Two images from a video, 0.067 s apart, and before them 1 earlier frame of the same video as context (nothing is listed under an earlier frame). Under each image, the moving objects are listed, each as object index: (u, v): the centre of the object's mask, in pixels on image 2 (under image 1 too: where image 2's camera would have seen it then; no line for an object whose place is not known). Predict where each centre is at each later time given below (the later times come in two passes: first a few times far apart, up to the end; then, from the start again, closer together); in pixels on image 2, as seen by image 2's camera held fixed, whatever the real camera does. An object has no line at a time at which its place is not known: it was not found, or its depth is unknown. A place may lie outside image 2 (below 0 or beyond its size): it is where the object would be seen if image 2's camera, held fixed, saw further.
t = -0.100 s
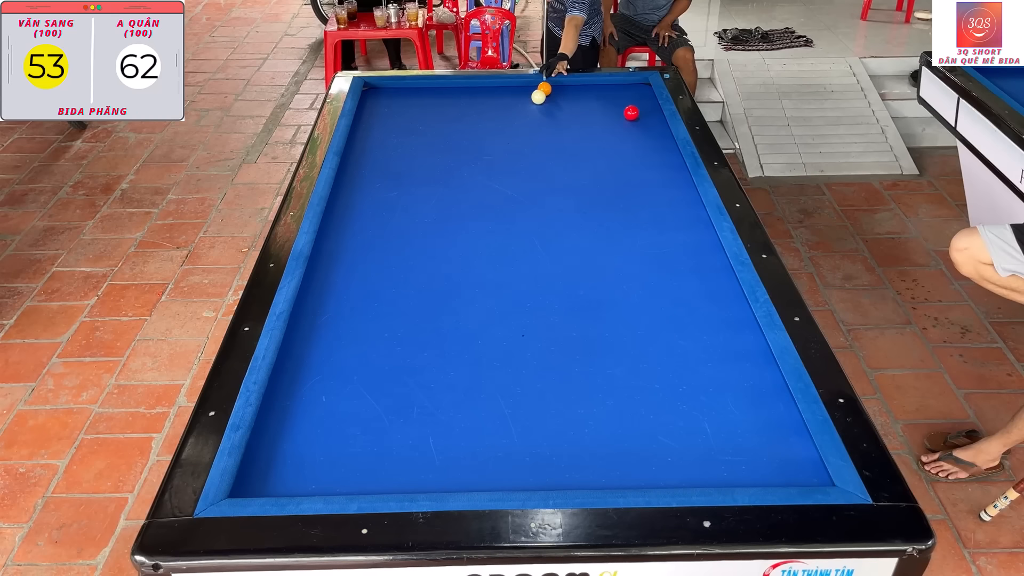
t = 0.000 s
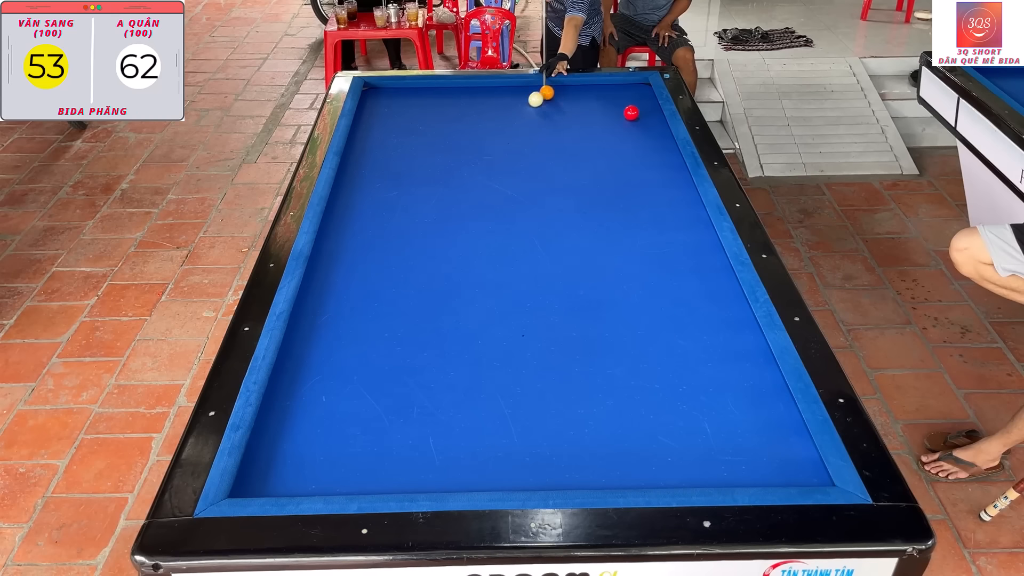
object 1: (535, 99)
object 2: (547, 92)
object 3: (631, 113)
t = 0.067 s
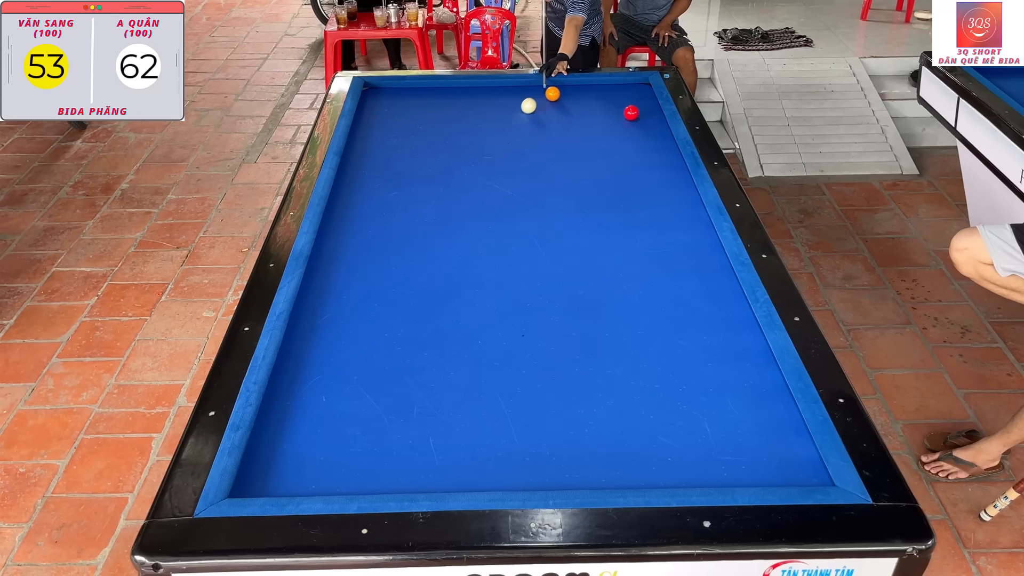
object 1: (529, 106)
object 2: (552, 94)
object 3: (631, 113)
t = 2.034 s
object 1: (305, 319)
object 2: (647, 105)
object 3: (657, 128)
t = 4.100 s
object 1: (427, 390)
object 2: (625, 103)
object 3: (659, 146)
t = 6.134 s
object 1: (535, 274)
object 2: (625, 103)
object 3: (658, 149)
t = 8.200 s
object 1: (595, 214)
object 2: (625, 103)
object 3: (658, 149)
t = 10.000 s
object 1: (624, 186)
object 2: (625, 103)
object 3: (658, 149)
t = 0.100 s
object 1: (525, 109)
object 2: (555, 94)
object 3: (631, 113)
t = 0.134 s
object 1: (522, 112)
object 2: (558, 95)
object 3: (631, 113)
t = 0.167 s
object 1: (519, 115)
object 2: (560, 95)
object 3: (631, 113)
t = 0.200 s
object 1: (516, 117)
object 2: (563, 96)
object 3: (631, 113)
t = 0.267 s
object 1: (510, 123)
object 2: (568, 97)
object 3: (631, 113)
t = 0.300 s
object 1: (507, 125)
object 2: (570, 97)
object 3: (631, 113)
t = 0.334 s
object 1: (504, 128)
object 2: (573, 98)
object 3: (631, 113)
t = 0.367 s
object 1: (501, 131)
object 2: (576, 98)
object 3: (631, 113)
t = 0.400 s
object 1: (498, 134)
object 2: (578, 99)
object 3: (631, 113)
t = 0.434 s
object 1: (495, 137)
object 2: (581, 99)
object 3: (631, 113)
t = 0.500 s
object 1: (489, 142)
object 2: (586, 100)
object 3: (631, 113)
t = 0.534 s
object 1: (485, 145)
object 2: (588, 101)
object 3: (631, 113)
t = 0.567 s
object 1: (482, 148)
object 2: (591, 102)
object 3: (631, 113)
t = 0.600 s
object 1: (479, 151)
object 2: (593, 102)
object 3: (631, 112)
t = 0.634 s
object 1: (476, 154)
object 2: (596, 102)
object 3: (631, 112)
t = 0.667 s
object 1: (472, 157)
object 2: (598, 103)
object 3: (631, 112)
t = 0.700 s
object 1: (469, 160)
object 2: (601, 104)
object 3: (631, 112)
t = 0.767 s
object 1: (462, 167)
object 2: (606, 105)
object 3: (631, 112)
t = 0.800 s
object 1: (459, 170)
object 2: (608, 105)
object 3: (631, 113)
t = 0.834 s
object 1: (455, 173)
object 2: (611, 105)
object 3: (631, 113)
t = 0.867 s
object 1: (452, 176)
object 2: (613, 106)
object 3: (631, 113)
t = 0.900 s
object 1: (448, 179)
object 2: (616, 106)
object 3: (631, 112)
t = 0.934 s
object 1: (445, 183)
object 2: (618, 107)
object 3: (631, 113)
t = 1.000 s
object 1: (437, 190)
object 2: (622, 107)
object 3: (632, 113)
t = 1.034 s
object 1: (433, 193)
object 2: (623, 107)
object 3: (633, 114)
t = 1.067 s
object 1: (429, 197)
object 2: (625, 107)
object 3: (634, 114)
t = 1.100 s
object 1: (425, 200)
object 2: (626, 107)
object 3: (635, 115)
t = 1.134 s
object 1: (422, 204)
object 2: (628, 107)
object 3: (636, 115)
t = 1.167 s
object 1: (418, 207)
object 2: (629, 107)
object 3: (637, 116)
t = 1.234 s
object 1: (409, 215)
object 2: (632, 106)
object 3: (638, 117)
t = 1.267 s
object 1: (405, 219)
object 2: (634, 106)
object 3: (639, 117)
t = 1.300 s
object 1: (401, 222)
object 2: (635, 106)
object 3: (640, 118)
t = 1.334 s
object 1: (397, 226)
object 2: (636, 106)
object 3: (641, 118)
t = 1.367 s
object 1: (392, 230)
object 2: (638, 106)
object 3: (642, 119)
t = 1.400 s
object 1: (388, 234)
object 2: (639, 106)
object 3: (643, 119)
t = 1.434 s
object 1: (383, 238)
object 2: (641, 106)
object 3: (643, 120)
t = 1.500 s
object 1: (374, 246)
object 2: (643, 106)
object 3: (645, 120)
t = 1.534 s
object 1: (369, 250)
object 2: (644, 106)
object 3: (646, 121)
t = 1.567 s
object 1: (365, 255)
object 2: (646, 106)
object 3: (647, 121)
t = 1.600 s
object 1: (360, 259)
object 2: (647, 106)
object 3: (648, 122)
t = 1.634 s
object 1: (355, 263)
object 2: (648, 106)
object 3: (648, 122)
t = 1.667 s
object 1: (350, 268)
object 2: (649, 106)
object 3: (649, 123)
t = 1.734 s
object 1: (340, 277)
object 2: (652, 106)
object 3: (651, 124)
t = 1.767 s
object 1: (335, 282)
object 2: (653, 106)
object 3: (651, 124)
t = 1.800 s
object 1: (329, 286)
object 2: (652, 106)
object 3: (652, 124)
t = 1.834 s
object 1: (324, 291)
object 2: (652, 106)
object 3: (653, 125)
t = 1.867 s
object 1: (319, 296)
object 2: (651, 106)
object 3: (654, 125)
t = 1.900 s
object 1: (313, 301)
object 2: (650, 106)
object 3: (654, 126)
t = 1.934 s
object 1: (307, 306)
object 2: (649, 106)
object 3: (655, 126)
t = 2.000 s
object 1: (304, 315)
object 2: (648, 105)
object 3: (656, 127)
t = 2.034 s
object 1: (305, 319)
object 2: (647, 105)
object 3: (657, 128)
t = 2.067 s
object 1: (306, 324)
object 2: (647, 105)
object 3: (658, 128)
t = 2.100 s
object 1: (307, 328)
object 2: (646, 105)
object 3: (658, 128)
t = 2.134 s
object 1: (308, 332)
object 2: (645, 105)
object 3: (659, 129)
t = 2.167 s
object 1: (308, 337)
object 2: (645, 105)
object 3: (660, 129)
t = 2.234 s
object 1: (310, 346)
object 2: (643, 105)
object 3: (661, 130)
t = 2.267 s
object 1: (311, 351)
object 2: (643, 105)
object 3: (662, 131)
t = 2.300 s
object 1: (312, 355)
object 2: (642, 105)
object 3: (662, 131)
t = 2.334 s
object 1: (313, 360)
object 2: (641, 105)
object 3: (663, 131)
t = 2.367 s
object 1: (314, 365)
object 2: (641, 105)
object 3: (664, 132)
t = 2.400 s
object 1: (315, 370)
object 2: (640, 105)
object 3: (664, 132)
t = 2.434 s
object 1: (315, 375)
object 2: (640, 105)
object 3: (663, 132)
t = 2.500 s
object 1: (317, 385)
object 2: (639, 105)
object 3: (663, 133)
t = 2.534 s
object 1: (318, 390)
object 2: (638, 105)
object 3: (663, 133)
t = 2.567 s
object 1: (319, 395)
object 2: (638, 105)
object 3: (663, 134)
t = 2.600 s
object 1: (320, 401)
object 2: (637, 104)
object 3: (663, 134)
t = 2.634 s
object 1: (321, 406)
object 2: (637, 104)
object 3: (663, 135)
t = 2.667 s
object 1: (322, 411)
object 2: (636, 104)
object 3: (663, 135)
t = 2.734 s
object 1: (324, 423)
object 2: (635, 104)
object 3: (662, 135)
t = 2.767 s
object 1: (325, 428)
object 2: (635, 104)
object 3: (662, 136)
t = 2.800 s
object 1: (326, 434)
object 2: (634, 104)
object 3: (662, 136)
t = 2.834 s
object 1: (327, 440)
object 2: (634, 104)
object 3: (662, 137)
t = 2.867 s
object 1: (329, 445)
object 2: (633, 104)
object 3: (662, 137)
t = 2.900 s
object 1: (330, 451)
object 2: (633, 104)
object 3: (662, 137)
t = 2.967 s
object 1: (332, 464)
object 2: (632, 104)
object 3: (661, 138)
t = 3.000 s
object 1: (333, 470)
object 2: (632, 104)
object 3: (661, 138)
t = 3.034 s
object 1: (334, 476)
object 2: (631, 104)
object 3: (661, 138)
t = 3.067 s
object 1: (335, 482)
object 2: (631, 104)
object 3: (661, 139)
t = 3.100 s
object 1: (337, 486)
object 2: (631, 104)
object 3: (661, 139)
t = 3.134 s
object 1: (340, 484)
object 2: (630, 104)
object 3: (661, 139)
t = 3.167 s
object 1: (344, 481)
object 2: (630, 104)
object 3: (661, 140)
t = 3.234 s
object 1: (351, 473)
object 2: (629, 104)
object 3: (661, 140)
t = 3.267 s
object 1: (355, 469)
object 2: (629, 104)
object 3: (661, 140)
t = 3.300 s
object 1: (358, 465)
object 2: (629, 104)
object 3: (661, 141)
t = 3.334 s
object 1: (361, 462)
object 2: (628, 104)
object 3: (661, 141)
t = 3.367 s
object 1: (365, 458)
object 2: (628, 104)
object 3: (661, 141)
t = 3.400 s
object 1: (368, 455)
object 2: (628, 103)
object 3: (660, 142)
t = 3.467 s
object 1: (374, 448)
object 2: (627, 103)
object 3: (660, 142)
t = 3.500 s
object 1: (377, 444)
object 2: (627, 103)
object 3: (660, 142)
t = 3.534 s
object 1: (380, 441)
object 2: (627, 103)
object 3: (660, 142)
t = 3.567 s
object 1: (383, 438)
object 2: (627, 103)
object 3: (660, 143)
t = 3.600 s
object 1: (386, 435)
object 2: (626, 103)
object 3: (660, 143)
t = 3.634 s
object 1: (389, 432)
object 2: (626, 103)
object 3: (660, 143)
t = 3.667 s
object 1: (392, 428)
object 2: (626, 103)
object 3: (660, 143)
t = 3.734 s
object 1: (398, 422)
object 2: (626, 103)
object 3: (660, 144)
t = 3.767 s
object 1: (401, 419)
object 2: (626, 103)
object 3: (659, 144)
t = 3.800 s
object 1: (403, 416)
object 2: (625, 103)
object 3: (659, 144)
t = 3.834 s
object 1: (406, 413)
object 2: (625, 103)
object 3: (659, 144)
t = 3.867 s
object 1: (409, 410)
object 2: (625, 103)
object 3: (659, 144)
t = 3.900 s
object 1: (411, 407)
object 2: (625, 103)
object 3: (659, 145)
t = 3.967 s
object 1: (417, 402)
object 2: (625, 103)
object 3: (659, 145)
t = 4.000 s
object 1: (419, 399)
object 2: (625, 103)
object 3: (659, 145)
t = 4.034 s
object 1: (422, 396)
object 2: (625, 103)
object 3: (659, 145)
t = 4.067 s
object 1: (424, 393)
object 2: (625, 103)
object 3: (659, 146)
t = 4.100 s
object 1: (427, 390)
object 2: (625, 103)
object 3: (659, 146)
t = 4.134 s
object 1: (429, 388)
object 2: (625, 103)
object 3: (659, 146)
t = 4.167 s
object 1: (432, 385)
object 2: (625, 103)
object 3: (659, 146)
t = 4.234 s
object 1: (436, 380)
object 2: (625, 103)
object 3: (659, 146)
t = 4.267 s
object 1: (439, 378)
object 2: (625, 103)
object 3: (659, 146)
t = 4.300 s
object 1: (441, 375)
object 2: (625, 103)
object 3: (659, 147)
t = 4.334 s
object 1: (443, 373)
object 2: (625, 103)
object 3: (659, 147)
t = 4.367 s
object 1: (446, 370)
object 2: (625, 103)
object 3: (659, 147)
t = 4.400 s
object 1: (448, 368)
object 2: (625, 103)
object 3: (659, 147)
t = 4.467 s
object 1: (452, 363)
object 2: (625, 103)
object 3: (659, 147)
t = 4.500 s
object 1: (454, 361)
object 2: (625, 103)
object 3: (659, 147)
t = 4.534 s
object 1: (456, 358)
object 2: (625, 103)
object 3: (659, 147)
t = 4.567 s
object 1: (459, 356)
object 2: (625, 103)
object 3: (659, 147)
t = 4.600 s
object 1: (461, 354)
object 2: (625, 103)
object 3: (658, 148)
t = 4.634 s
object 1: (463, 352)
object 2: (625, 103)
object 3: (658, 148)
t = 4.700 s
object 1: (467, 347)
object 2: (625, 103)
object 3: (658, 148)
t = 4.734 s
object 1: (469, 345)
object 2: (625, 103)
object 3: (658, 148)
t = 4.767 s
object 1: (471, 343)
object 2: (625, 103)
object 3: (658, 148)
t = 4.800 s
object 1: (473, 341)
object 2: (625, 103)
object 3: (658, 148)
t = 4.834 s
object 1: (475, 339)
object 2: (625, 103)
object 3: (658, 148)
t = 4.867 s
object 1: (476, 337)
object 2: (625, 103)
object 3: (658, 148)
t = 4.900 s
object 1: (479, 335)
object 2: (625, 103)
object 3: (658, 148)
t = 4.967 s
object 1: (482, 331)
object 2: (625, 103)
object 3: (658, 148)
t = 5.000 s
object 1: (484, 329)
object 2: (625, 103)
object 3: (658, 148)
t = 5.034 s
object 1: (486, 327)
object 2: (625, 103)
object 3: (658, 148)
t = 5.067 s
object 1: (488, 325)
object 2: (625, 103)
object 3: (658, 148)
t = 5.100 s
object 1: (489, 323)
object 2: (625, 103)
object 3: (658, 148)
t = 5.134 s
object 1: (491, 322)
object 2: (625, 103)
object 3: (658, 148)
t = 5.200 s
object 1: (494, 318)
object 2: (625, 103)
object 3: (658, 149)
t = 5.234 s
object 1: (496, 316)
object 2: (625, 103)
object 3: (658, 149)
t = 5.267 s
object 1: (498, 314)
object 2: (625, 103)
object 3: (658, 149)
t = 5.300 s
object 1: (500, 312)
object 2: (625, 103)
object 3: (658, 149)
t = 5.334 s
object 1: (501, 311)
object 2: (625, 103)
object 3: (658, 149)
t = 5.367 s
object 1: (503, 309)
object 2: (625, 103)
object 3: (658, 149)
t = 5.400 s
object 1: (504, 307)
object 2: (625, 103)
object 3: (658, 149)
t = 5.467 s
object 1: (507, 304)
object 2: (625, 103)
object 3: (658, 149)
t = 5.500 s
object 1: (509, 303)
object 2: (625, 103)
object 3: (658, 149)
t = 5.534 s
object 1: (511, 301)
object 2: (625, 103)
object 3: (658, 149)
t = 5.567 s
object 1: (512, 299)
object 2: (625, 103)
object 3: (658, 149)
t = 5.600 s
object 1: (514, 298)
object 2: (625, 103)
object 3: (658, 149)
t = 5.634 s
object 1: (515, 296)
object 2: (625, 103)
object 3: (658, 149)
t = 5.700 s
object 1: (518, 293)
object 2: (625, 103)
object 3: (658, 149)
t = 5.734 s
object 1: (519, 292)
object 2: (625, 103)
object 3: (658, 149)
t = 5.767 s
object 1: (521, 290)
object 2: (625, 103)
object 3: (658, 149)
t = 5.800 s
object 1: (522, 289)
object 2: (625, 103)
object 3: (658, 149)
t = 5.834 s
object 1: (524, 287)
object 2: (625, 103)
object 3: (658, 149)
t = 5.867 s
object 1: (525, 285)
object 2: (625, 103)
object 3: (658, 149)
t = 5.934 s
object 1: (527, 283)
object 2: (625, 103)
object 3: (658, 149)
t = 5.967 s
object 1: (529, 281)
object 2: (625, 103)
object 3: (658, 149)
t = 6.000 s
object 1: (530, 280)
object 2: (625, 103)
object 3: (658, 149)
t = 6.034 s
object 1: (531, 278)
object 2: (625, 103)
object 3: (658, 149)
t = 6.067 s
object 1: (533, 277)
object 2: (625, 103)
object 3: (658, 149)
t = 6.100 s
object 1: (534, 276)
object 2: (625, 103)
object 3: (658, 149)
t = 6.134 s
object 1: (535, 274)
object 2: (625, 103)
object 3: (658, 149)
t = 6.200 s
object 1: (538, 272)
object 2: (625, 103)
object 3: (658, 149)
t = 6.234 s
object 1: (539, 270)
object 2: (625, 103)
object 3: (658, 149)
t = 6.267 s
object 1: (540, 269)
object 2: (625, 103)
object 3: (658, 149)
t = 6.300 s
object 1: (541, 268)
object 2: (625, 103)
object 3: (658, 149)
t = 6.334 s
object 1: (543, 267)
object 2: (625, 103)
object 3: (658, 149)
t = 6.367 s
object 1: (544, 265)
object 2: (625, 103)
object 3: (658, 149)
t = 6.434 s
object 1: (546, 263)
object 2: (625, 103)
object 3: (658, 149)
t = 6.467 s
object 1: (547, 262)
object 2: (625, 103)
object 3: (658, 149)
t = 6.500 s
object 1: (549, 260)
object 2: (625, 103)
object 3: (658, 149)
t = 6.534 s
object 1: (550, 259)
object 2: (625, 103)
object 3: (658, 149)
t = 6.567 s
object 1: (551, 258)
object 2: (625, 103)
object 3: (658, 149)
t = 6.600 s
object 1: (552, 257)
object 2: (625, 103)
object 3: (658, 149)
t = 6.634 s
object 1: (553, 256)
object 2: (625, 103)
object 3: (658, 149)
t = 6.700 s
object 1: (555, 254)
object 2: (625, 103)
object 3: (658, 149)
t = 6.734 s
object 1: (556, 252)
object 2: (625, 103)
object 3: (658, 149)
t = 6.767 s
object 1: (557, 251)
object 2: (625, 103)
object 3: (658, 149)
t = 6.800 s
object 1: (558, 250)
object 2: (625, 103)
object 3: (658, 149)
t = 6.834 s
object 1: (559, 249)
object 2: (625, 103)
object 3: (658, 149)
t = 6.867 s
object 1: (560, 248)
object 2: (625, 103)
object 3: (658, 149)
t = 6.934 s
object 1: (562, 246)
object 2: (625, 103)
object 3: (658, 149)
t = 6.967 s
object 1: (563, 245)
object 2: (625, 103)
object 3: (658, 149)
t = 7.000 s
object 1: (564, 244)
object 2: (625, 103)
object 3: (658, 149)
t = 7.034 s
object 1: (565, 243)
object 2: (625, 103)
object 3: (658, 149)
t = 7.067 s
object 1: (566, 242)
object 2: (625, 103)
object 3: (658, 149)
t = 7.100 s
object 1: (567, 241)
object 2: (625, 103)
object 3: (658, 149)
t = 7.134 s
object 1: (568, 240)
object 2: (625, 103)
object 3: (658, 149)
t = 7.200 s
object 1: (570, 238)
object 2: (625, 103)
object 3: (658, 149)
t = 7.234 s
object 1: (571, 237)
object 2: (625, 103)
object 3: (658, 149)
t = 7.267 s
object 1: (572, 236)
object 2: (625, 103)
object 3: (658, 149)
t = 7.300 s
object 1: (573, 235)
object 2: (625, 103)
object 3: (658, 149)
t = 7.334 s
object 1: (574, 234)
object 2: (625, 103)
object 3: (658, 149)
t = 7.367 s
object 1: (575, 233)
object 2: (625, 103)
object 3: (658, 149)
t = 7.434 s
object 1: (576, 232)
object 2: (625, 103)
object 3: (658, 149)
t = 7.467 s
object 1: (577, 231)
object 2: (625, 103)
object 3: (658, 149)
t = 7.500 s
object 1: (578, 230)
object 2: (625, 103)
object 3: (658, 149)
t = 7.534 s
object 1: (579, 229)
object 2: (625, 103)
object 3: (658, 149)
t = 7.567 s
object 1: (580, 228)
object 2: (625, 103)
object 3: (658, 149)
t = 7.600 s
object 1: (581, 227)
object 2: (625, 103)
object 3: (658, 149)
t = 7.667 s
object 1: (582, 225)
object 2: (625, 103)
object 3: (658, 148)
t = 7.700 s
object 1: (583, 225)
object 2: (625, 103)
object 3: (658, 149)
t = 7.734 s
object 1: (584, 224)
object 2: (625, 103)
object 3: (658, 149)
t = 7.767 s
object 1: (585, 223)
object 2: (625, 103)
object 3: (658, 149)
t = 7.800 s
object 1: (586, 222)
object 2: (625, 103)
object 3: (658, 149)
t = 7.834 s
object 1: (587, 222)
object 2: (625, 103)
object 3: (658, 149)
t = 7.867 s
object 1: (587, 221)
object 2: (625, 103)
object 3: (658, 149)
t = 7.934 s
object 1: (589, 219)
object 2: (625, 103)
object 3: (658, 149)
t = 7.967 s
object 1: (590, 218)
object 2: (625, 103)
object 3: (658, 149)
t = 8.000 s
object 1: (591, 218)
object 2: (625, 103)
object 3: (658, 149)
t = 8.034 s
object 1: (591, 217)
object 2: (625, 103)
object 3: (658, 149)
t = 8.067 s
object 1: (592, 216)
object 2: (625, 103)
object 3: (658, 149)
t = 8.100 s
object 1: (593, 216)
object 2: (625, 103)
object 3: (658, 149)
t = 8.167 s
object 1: (594, 214)
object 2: (625, 103)
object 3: (658, 149)
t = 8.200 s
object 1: (595, 214)
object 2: (625, 103)
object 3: (658, 149)
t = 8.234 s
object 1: (596, 213)
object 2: (625, 103)
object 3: (658, 149)
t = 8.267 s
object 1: (597, 212)
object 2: (625, 103)
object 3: (658, 149)
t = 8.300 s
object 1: (597, 212)
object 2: (625, 103)
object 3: (658, 149)
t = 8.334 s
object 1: (598, 211)
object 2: (625, 103)
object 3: (658, 149)
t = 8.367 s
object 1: (599, 210)
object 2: (625, 103)
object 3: (658, 149)
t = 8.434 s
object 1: (600, 209)
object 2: (625, 103)
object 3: (658, 149)
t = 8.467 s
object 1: (601, 208)
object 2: (625, 103)
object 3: (658, 149)
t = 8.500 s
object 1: (602, 208)
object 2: (625, 103)
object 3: (658, 149)
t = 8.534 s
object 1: (602, 207)
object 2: (625, 103)
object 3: (658, 149)
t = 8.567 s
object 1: (603, 206)
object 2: (625, 103)
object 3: (658, 149)
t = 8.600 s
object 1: (604, 206)
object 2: (625, 103)
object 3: (658, 149)
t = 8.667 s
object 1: (605, 205)
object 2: (625, 103)
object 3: (658, 149)
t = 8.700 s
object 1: (605, 204)
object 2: (625, 103)
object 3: (658, 149)
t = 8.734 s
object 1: (606, 203)
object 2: (625, 103)
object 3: (658, 149)
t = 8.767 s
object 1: (607, 203)
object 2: (625, 103)
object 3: (658, 149)
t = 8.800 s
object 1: (607, 202)
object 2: (625, 103)
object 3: (658, 149)
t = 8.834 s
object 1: (608, 202)
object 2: (625, 103)
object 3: (658, 149)
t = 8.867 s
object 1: (608, 201)
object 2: (625, 103)
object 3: (658, 149)
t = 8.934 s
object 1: (610, 200)
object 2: (625, 103)
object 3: (658, 149)
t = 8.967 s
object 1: (610, 199)
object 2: (625, 103)
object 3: (658, 149)
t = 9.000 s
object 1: (611, 199)
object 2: (625, 103)
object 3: (658, 149)
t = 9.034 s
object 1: (611, 198)
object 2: (625, 103)
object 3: (658, 149)
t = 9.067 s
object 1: (612, 198)
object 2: (625, 103)
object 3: (658, 149)
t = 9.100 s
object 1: (612, 197)
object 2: (625, 103)
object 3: (658, 149)
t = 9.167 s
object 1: (614, 196)
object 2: (625, 103)
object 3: (658, 149)
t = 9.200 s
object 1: (614, 196)
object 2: (625, 103)
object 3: (658, 149)
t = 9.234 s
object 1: (615, 195)
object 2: (625, 103)
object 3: (658, 149)
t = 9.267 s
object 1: (615, 195)
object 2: (625, 103)
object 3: (658, 149)
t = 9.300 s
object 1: (616, 194)
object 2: (625, 103)
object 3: (658, 149)
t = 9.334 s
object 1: (616, 194)
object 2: (625, 103)
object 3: (658, 149)
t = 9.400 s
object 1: (617, 193)
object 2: (625, 103)
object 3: (658, 149)
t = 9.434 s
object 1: (617, 192)
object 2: (625, 103)
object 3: (658, 149)
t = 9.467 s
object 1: (618, 192)
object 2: (625, 103)
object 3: (658, 149)
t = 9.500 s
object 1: (618, 192)
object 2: (625, 103)
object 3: (658, 149)
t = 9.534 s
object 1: (619, 191)
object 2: (625, 103)
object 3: (658, 149)
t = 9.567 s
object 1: (619, 191)
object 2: (625, 103)
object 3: (658, 149)
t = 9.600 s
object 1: (620, 191)
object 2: (625, 103)
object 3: (658, 149)
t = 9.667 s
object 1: (620, 190)
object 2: (625, 103)
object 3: (658, 149)
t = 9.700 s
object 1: (621, 189)
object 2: (625, 103)
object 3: (658, 149)
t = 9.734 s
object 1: (621, 189)
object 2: (625, 103)
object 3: (658, 149)
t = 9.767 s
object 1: (622, 188)
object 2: (625, 102)
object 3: (658, 149)
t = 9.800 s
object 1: (622, 188)
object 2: (625, 103)
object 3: (658, 149)
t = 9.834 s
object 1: (622, 188)
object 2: (625, 103)
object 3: (658, 149)
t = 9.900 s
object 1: (623, 187)
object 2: (625, 103)
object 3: (658, 149)
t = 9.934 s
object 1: (624, 187)
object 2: (625, 103)
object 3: (658, 149)
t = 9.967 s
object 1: (624, 186)
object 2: (625, 103)
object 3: (658, 149)
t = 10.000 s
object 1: (624, 186)
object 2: (625, 103)
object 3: (658, 149)
